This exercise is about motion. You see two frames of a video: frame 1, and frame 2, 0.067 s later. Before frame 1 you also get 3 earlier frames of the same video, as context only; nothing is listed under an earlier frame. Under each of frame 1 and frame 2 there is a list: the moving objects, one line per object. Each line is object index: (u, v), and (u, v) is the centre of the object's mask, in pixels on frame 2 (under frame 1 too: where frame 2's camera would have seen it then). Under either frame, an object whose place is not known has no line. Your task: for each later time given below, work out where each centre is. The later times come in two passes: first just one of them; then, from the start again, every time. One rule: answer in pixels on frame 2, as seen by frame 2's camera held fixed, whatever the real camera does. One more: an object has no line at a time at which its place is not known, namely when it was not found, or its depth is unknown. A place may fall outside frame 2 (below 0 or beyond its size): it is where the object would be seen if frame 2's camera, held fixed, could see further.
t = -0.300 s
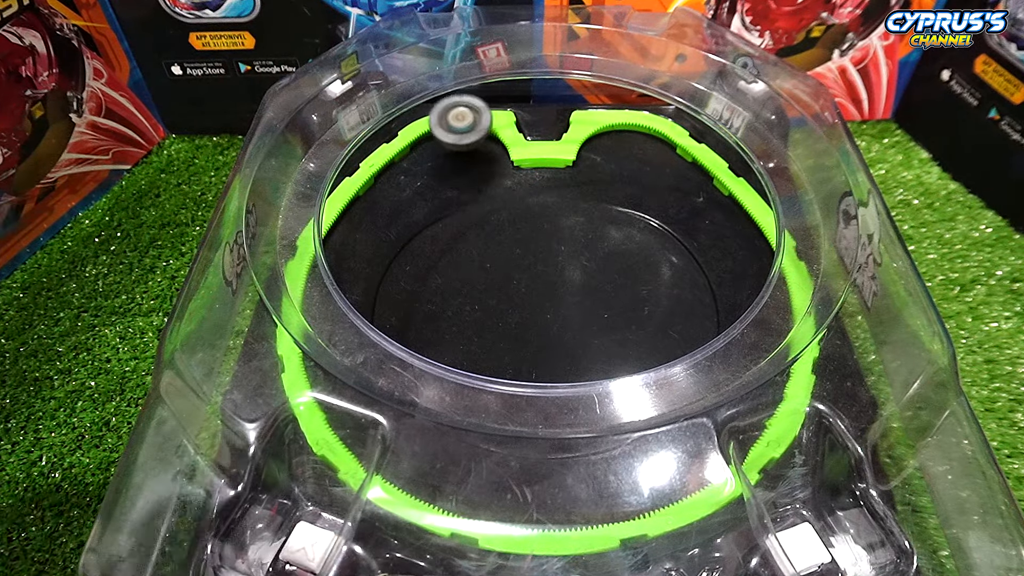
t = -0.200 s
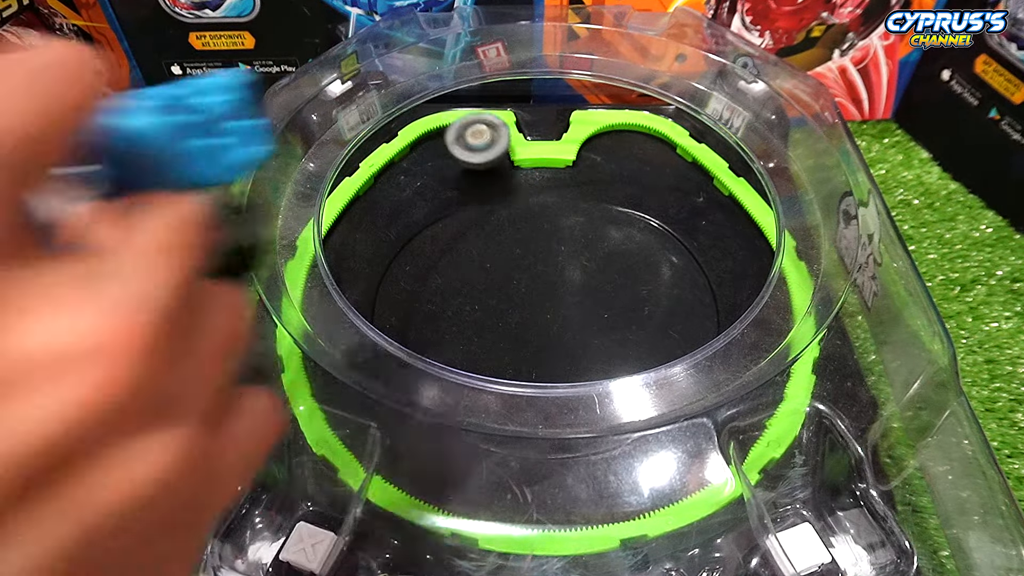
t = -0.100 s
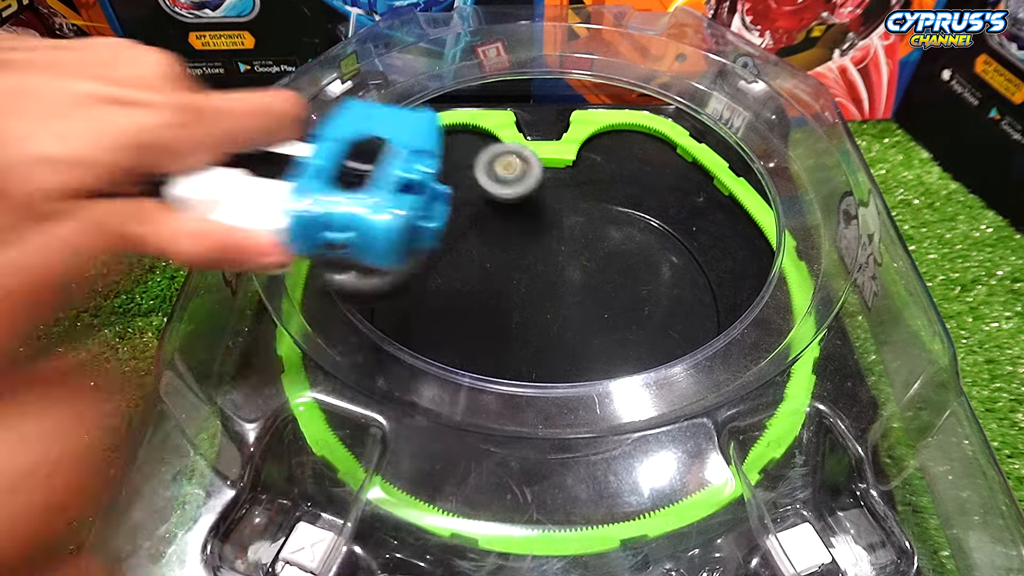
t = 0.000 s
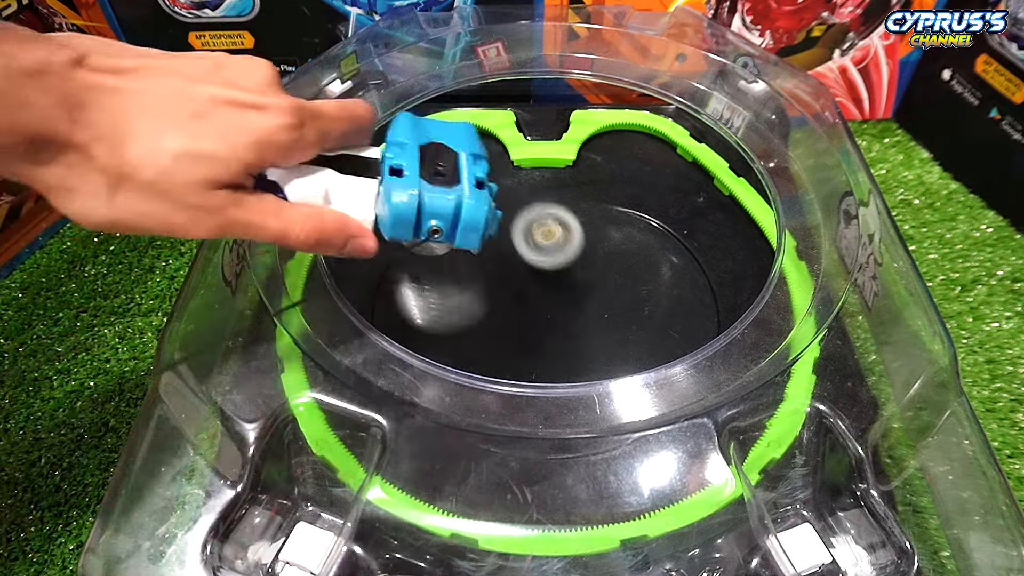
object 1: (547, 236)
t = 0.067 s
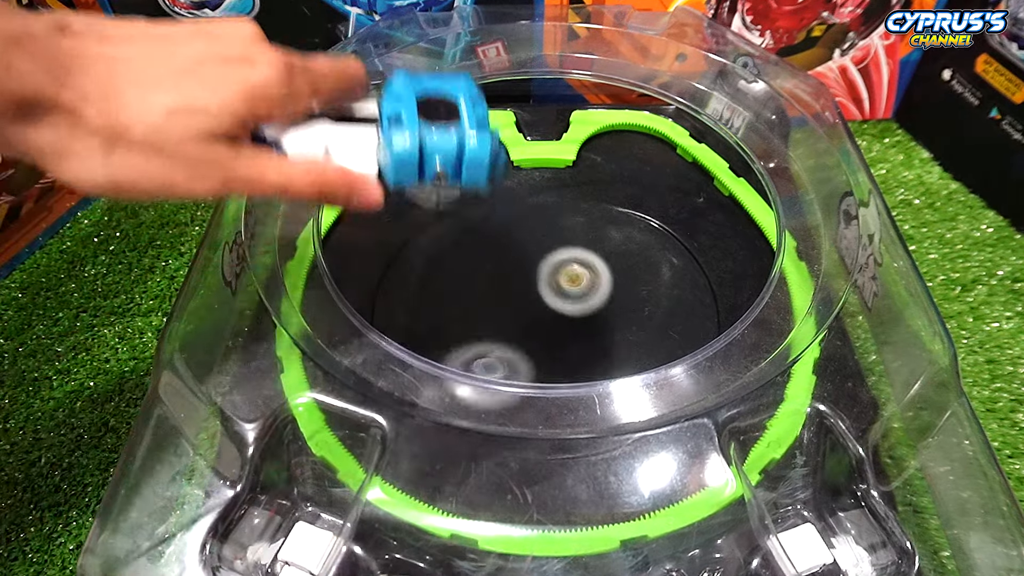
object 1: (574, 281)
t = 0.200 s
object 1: (615, 345)
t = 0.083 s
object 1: (580, 291)
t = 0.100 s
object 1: (586, 302)
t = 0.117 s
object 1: (591, 312)
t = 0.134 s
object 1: (596, 321)
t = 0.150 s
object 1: (601, 328)
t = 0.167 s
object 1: (605, 336)
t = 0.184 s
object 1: (610, 342)
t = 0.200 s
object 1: (615, 345)
